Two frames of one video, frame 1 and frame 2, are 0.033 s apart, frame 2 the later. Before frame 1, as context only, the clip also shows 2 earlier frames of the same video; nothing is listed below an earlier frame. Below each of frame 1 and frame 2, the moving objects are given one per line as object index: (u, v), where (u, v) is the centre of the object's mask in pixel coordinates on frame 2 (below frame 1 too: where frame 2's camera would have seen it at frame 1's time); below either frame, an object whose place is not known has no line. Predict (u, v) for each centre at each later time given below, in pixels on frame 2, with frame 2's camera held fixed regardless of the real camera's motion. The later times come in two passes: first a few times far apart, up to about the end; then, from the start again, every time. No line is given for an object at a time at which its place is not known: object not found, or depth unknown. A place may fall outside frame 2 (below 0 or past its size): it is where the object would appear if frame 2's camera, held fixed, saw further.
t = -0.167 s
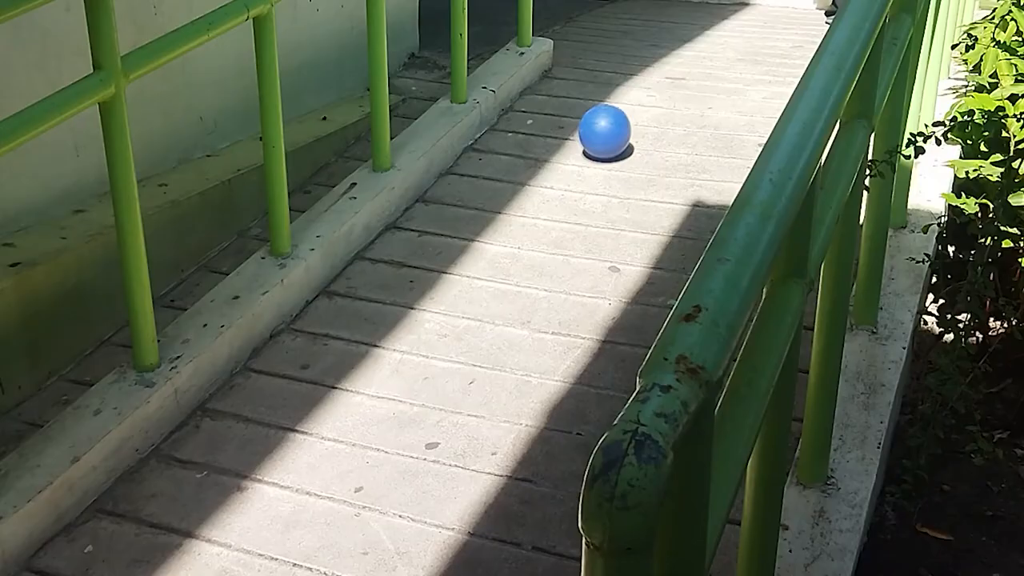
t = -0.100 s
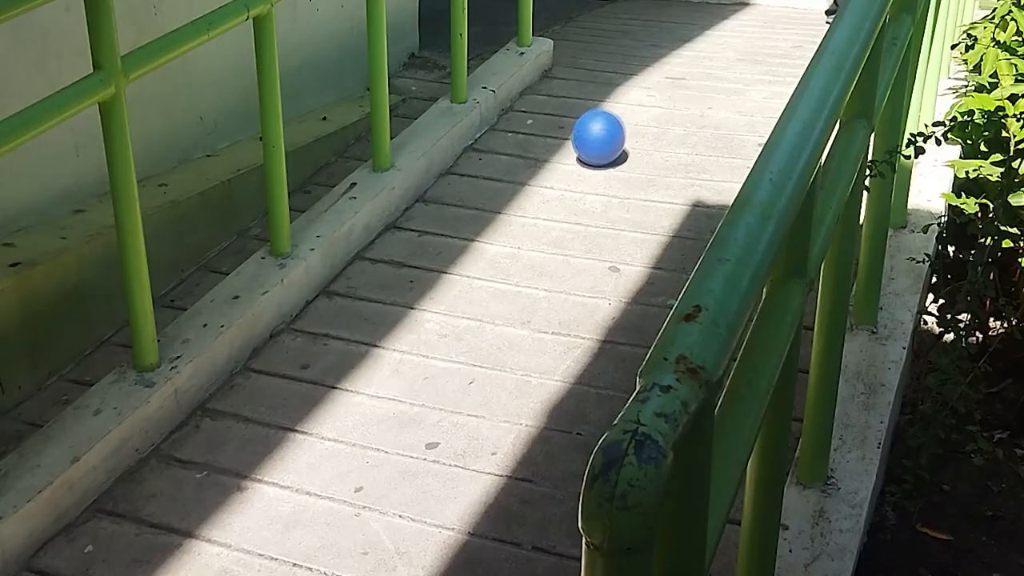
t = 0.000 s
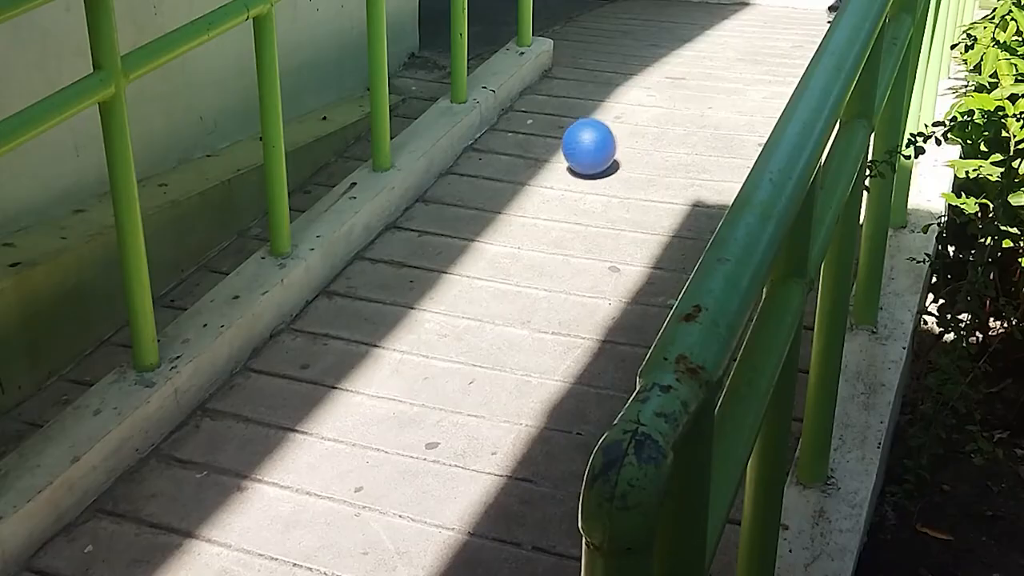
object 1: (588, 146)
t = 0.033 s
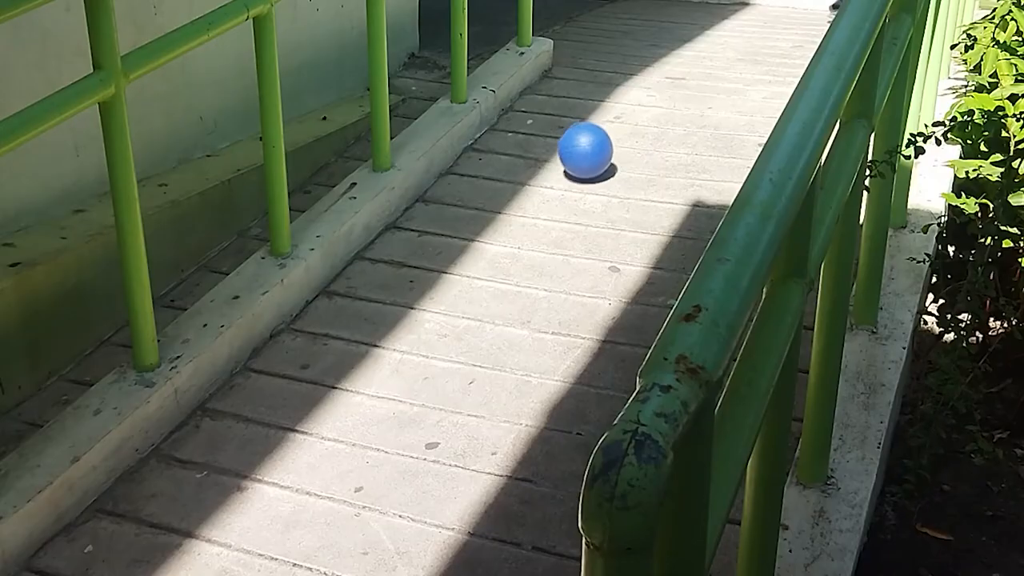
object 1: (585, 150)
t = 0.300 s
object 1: (554, 184)
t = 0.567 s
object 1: (522, 220)
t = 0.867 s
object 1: (471, 286)
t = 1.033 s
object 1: (443, 325)
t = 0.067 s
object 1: (581, 154)
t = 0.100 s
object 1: (577, 159)
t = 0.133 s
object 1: (573, 162)
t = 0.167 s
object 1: (569, 165)
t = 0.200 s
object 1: (565, 167)
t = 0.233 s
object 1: (561, 171)
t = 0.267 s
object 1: (557, 177)
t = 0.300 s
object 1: (554, 184)
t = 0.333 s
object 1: (550, 187)
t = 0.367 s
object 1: (546, 190)
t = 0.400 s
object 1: (543, 192)
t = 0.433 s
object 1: (539, 197)
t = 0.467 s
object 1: (535, 203)
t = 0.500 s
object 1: (532, 210)
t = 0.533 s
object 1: (527, 218)
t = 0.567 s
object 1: (522, 220)
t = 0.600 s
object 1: (518, 222)
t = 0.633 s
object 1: (512, 227)
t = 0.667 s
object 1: (506, 236)
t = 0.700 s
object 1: (501, 246)
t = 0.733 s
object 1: (495, 257)
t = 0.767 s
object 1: (488, 263)
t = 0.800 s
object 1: (483, 272)
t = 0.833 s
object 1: (477, 279)
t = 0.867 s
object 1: (471, 286)
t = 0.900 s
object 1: (466, 294)
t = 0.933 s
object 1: (461, 302)
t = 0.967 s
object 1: (455, 311)
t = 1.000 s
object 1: (449, 317)
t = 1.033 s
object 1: (443, 325)
